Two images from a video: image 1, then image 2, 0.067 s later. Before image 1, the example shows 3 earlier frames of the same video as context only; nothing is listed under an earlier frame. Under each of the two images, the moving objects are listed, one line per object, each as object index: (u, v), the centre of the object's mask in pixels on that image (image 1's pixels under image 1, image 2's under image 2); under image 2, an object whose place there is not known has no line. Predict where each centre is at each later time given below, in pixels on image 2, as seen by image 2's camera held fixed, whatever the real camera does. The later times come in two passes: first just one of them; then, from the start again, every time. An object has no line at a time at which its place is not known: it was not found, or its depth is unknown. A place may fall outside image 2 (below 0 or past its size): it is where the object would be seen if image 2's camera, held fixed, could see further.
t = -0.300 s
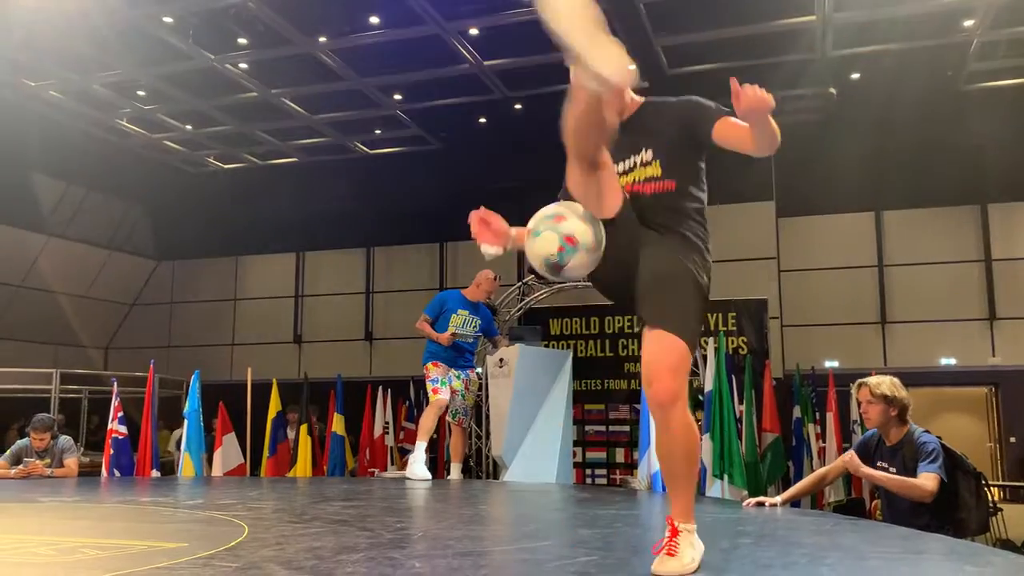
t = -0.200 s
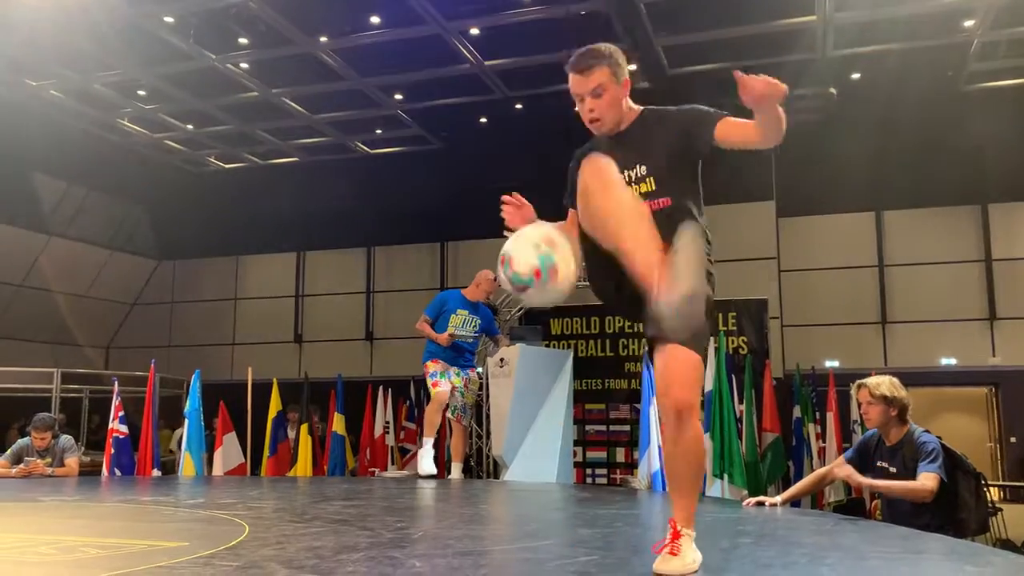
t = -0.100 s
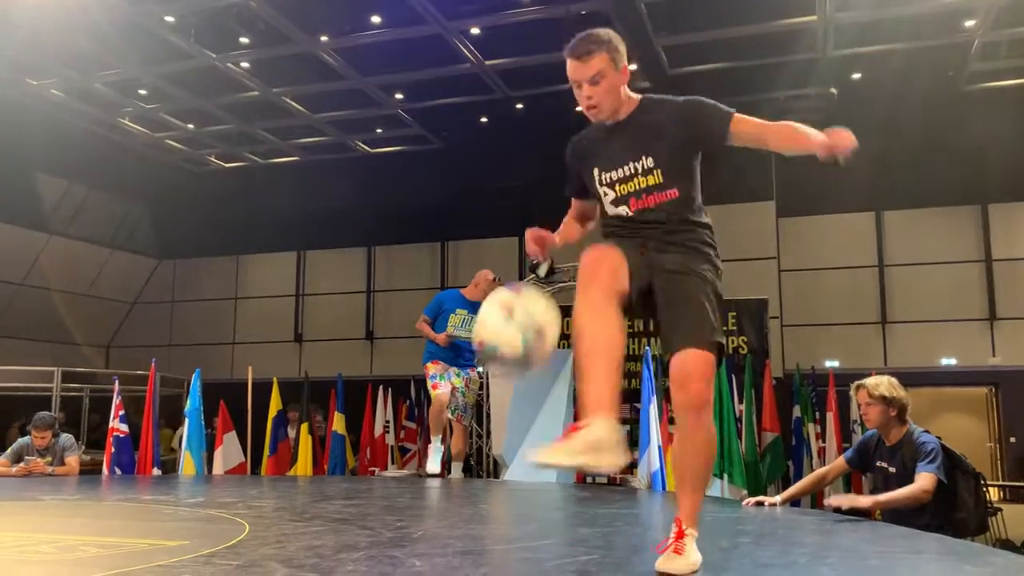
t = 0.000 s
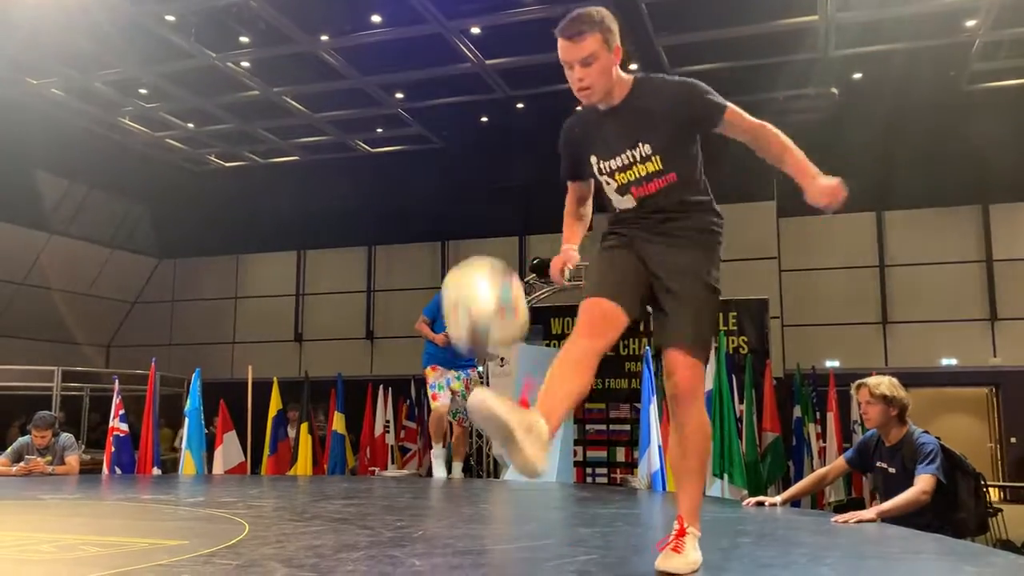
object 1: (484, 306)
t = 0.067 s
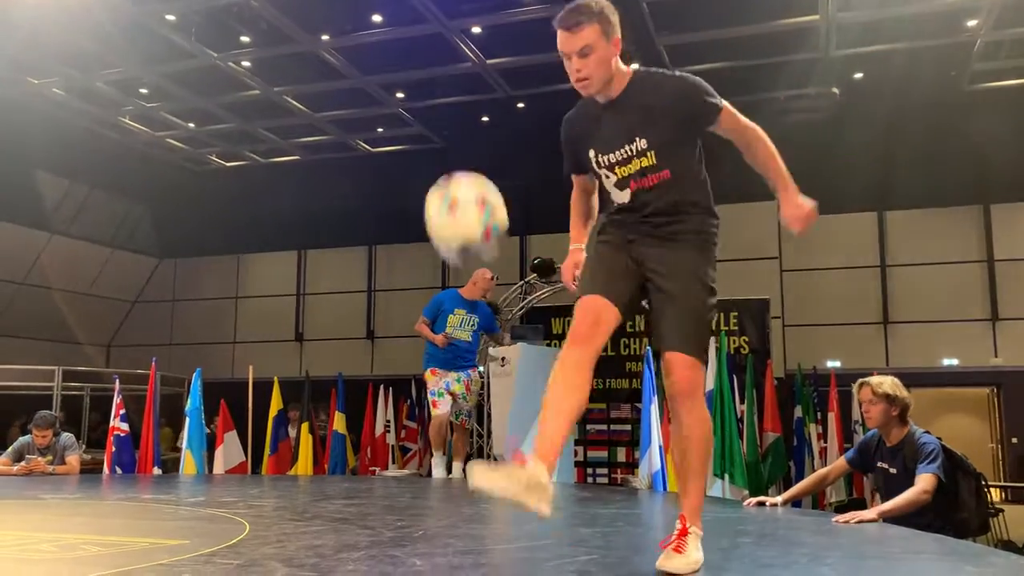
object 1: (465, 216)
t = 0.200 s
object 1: (432, 107)
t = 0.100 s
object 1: (458, 183)
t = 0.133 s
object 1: (448, 152)
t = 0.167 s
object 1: (440, 128)
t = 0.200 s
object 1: (432, 107)
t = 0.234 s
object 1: (423, 89)
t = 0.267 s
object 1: (415, 77)
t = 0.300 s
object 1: (408, 68)
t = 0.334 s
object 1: (398, 63)
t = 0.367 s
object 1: (392, 61)
